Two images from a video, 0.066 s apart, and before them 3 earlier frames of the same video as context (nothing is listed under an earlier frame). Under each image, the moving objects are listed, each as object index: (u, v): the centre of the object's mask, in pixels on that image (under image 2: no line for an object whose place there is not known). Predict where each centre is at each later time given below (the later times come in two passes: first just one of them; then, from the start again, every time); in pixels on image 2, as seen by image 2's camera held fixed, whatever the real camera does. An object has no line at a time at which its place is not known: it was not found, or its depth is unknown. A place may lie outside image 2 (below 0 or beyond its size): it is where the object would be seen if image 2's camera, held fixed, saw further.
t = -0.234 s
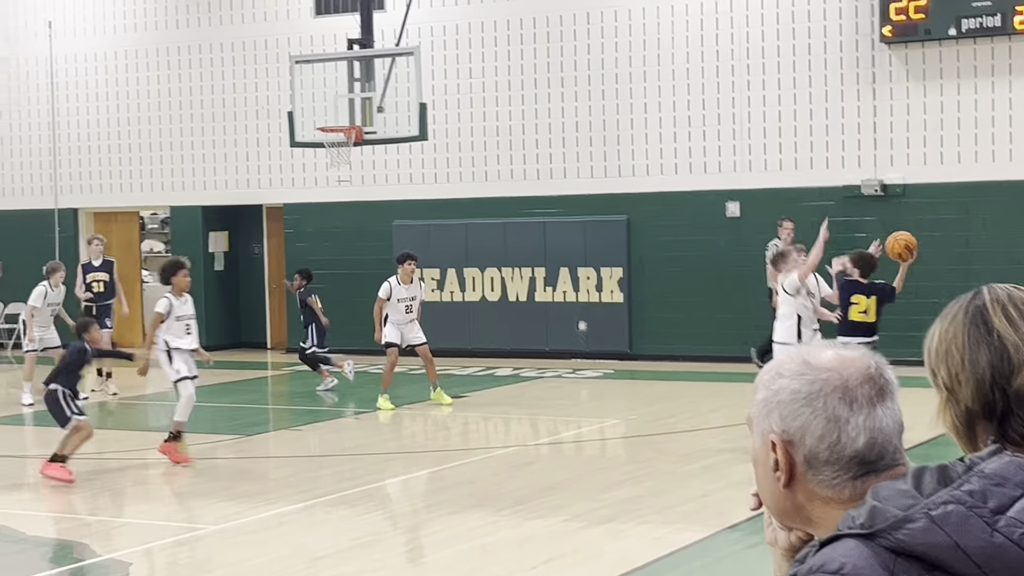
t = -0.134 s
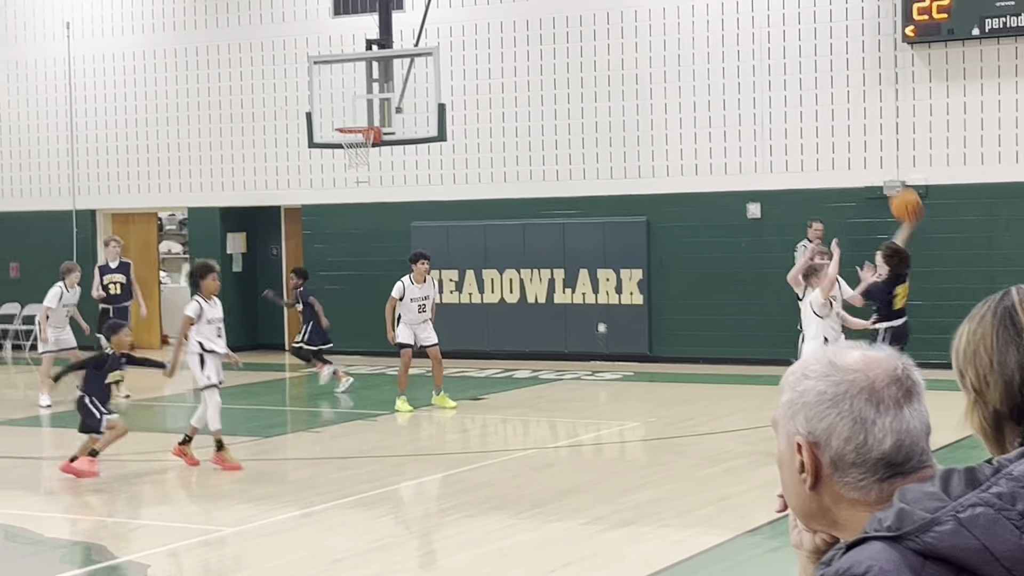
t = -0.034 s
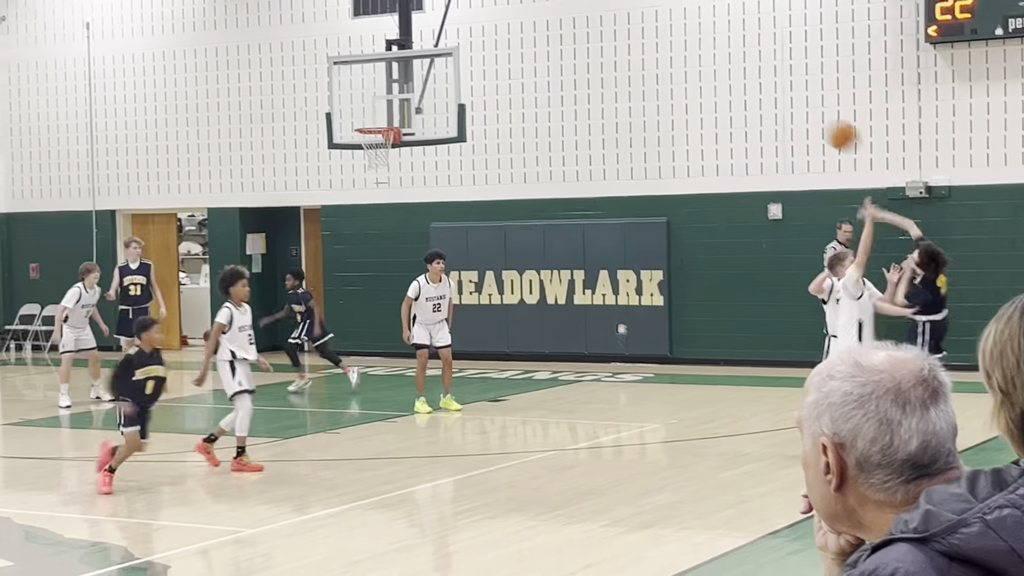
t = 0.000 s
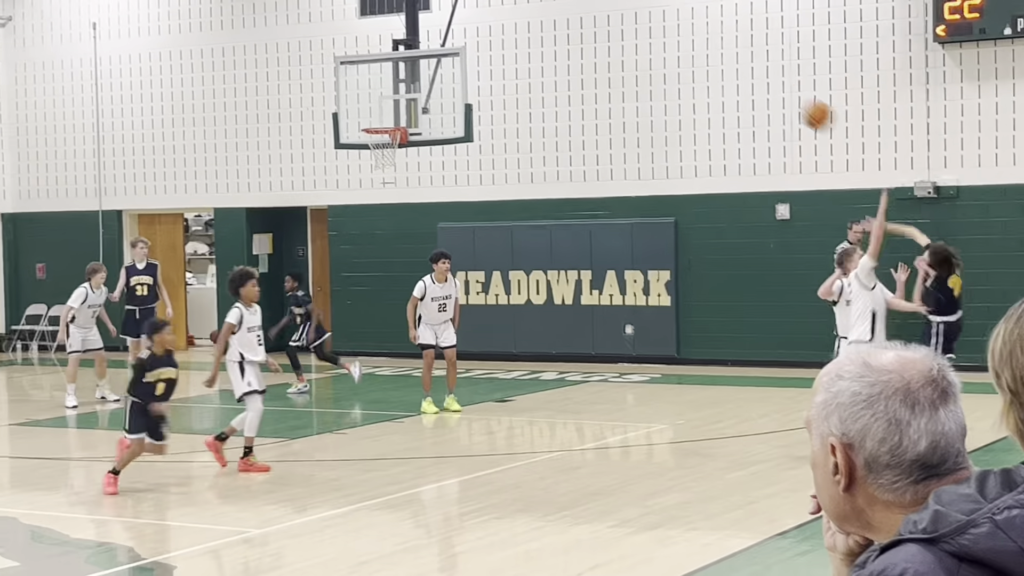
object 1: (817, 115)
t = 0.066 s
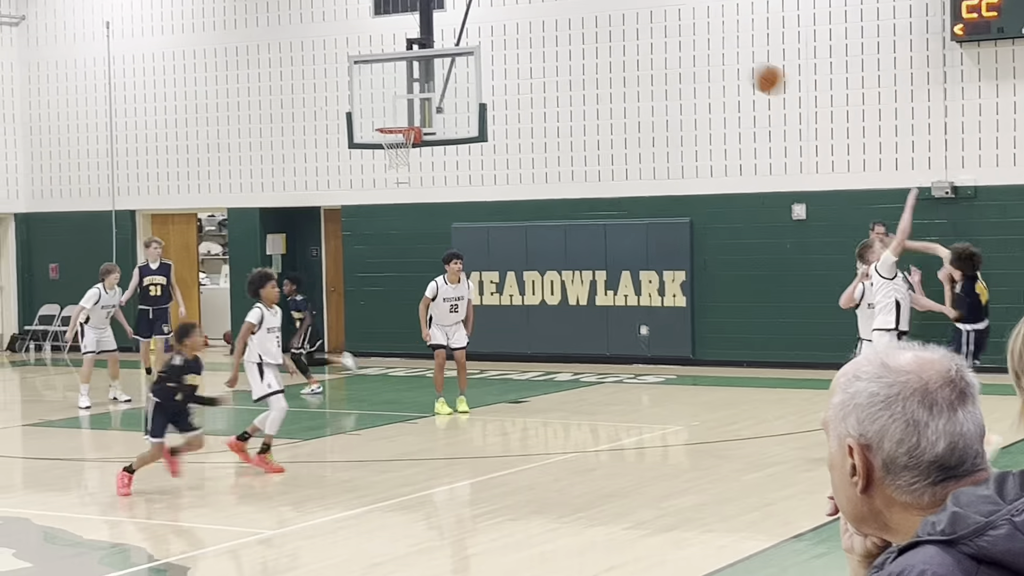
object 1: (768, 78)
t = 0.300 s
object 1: (551, 5)
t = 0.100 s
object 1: (736, 63)
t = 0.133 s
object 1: (704, 49)
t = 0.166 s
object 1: (672, 36)
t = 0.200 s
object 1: (641, 25)
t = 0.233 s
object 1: (609, 15)
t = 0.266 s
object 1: (579, 9)
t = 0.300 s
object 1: (551, 5)
